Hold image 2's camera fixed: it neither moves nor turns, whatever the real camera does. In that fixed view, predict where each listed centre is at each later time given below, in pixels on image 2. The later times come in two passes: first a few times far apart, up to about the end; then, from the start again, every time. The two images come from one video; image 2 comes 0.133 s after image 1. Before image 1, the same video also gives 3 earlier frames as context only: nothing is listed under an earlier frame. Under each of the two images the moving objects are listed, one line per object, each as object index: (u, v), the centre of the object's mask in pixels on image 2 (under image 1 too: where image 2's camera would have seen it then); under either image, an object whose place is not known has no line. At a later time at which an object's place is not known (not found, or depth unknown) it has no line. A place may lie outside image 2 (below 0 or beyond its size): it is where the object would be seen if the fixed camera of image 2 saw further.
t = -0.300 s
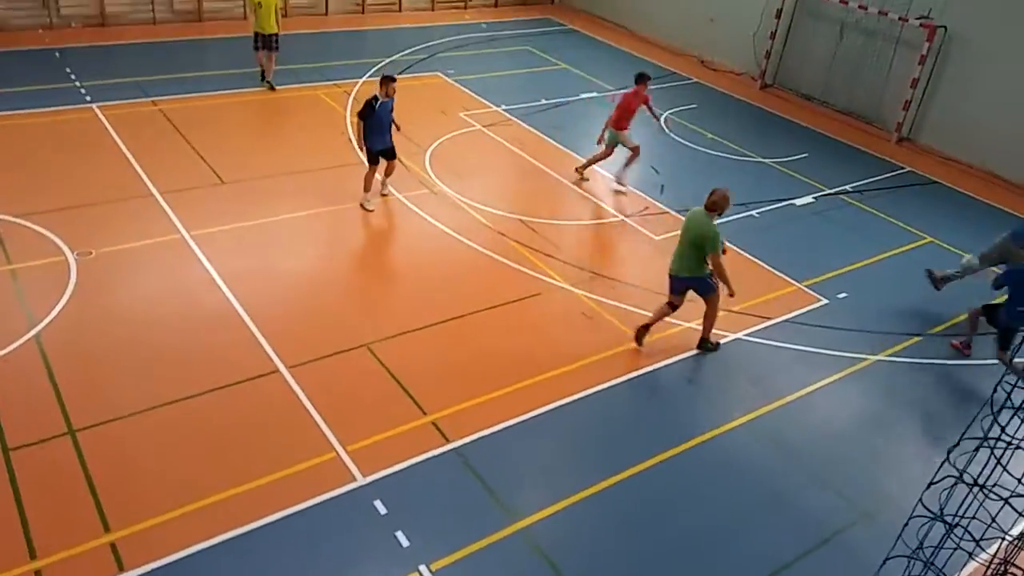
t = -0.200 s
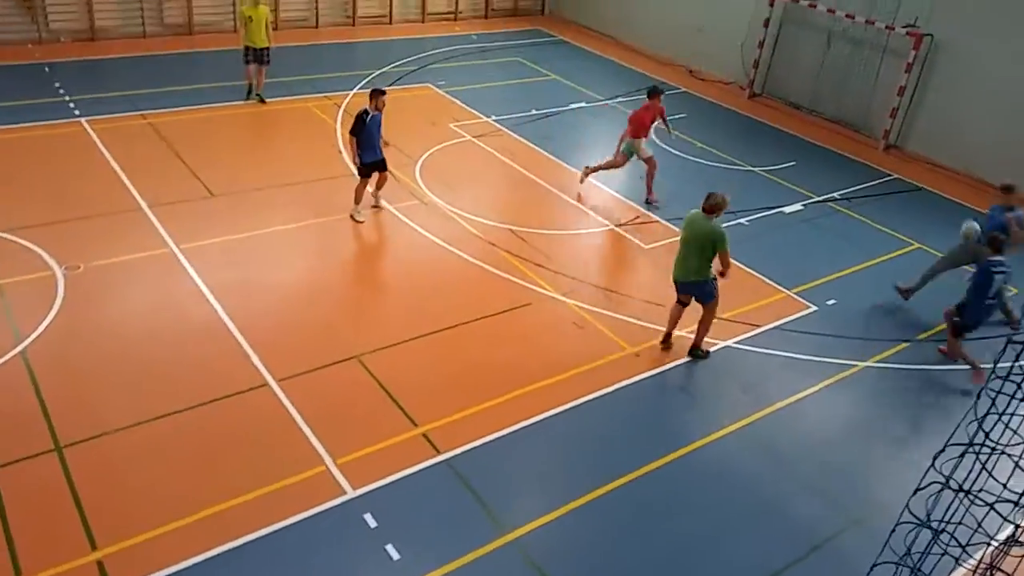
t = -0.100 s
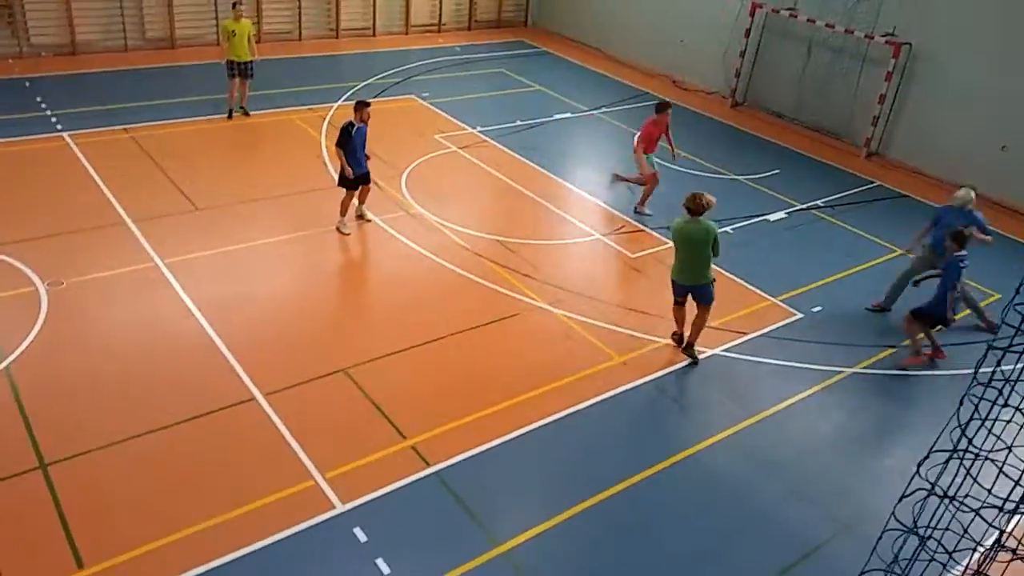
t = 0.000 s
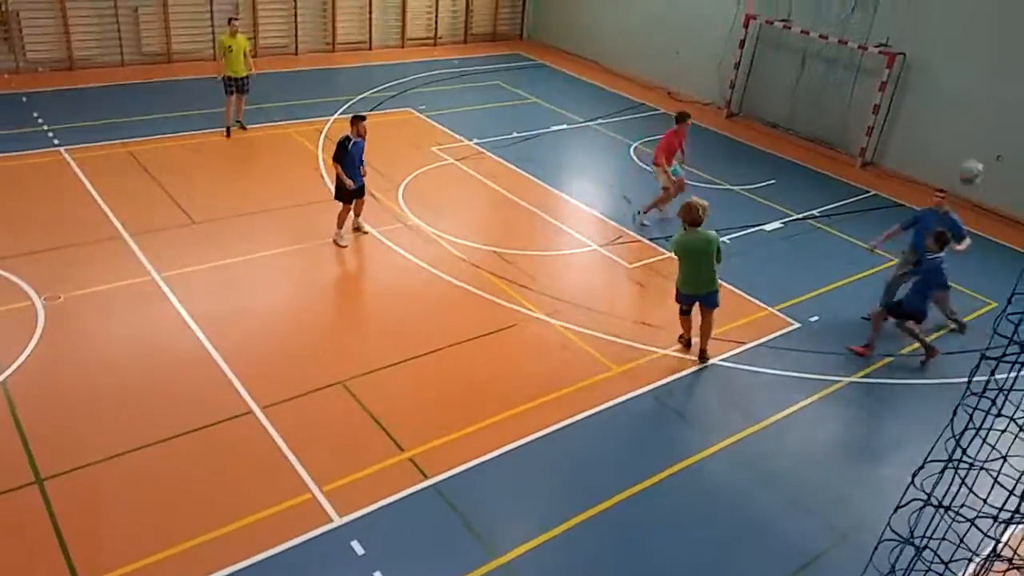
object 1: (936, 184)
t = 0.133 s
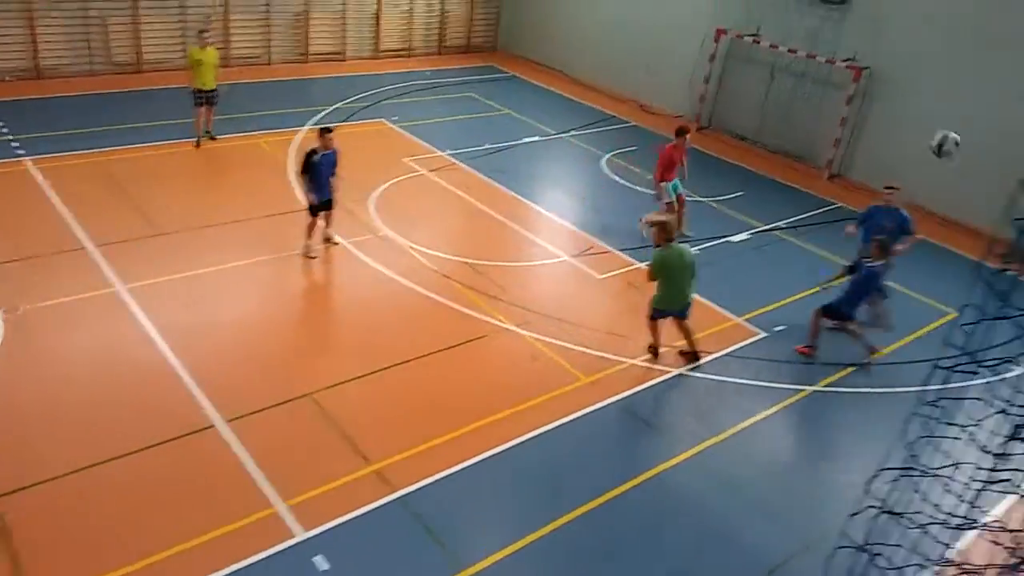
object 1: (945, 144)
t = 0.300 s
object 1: (954, 108)
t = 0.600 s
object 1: (936, 151)
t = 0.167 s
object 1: (945, 134)
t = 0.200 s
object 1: (949, 126)
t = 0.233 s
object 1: (951, 120)
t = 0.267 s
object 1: (952, 114)
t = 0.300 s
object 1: (954, 108)
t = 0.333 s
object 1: (955, 106)
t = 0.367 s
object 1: (952, 105)
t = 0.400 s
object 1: (953, 105)
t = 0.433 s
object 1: (952, 106)
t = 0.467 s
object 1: (950, 110)
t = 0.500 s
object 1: (948, 116)
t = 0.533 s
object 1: (945, 123)
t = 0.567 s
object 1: (942, 137)
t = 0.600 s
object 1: (936, 151)
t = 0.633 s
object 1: (930, 170)
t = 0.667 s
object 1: (923, 192)
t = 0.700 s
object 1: (913, 220)
